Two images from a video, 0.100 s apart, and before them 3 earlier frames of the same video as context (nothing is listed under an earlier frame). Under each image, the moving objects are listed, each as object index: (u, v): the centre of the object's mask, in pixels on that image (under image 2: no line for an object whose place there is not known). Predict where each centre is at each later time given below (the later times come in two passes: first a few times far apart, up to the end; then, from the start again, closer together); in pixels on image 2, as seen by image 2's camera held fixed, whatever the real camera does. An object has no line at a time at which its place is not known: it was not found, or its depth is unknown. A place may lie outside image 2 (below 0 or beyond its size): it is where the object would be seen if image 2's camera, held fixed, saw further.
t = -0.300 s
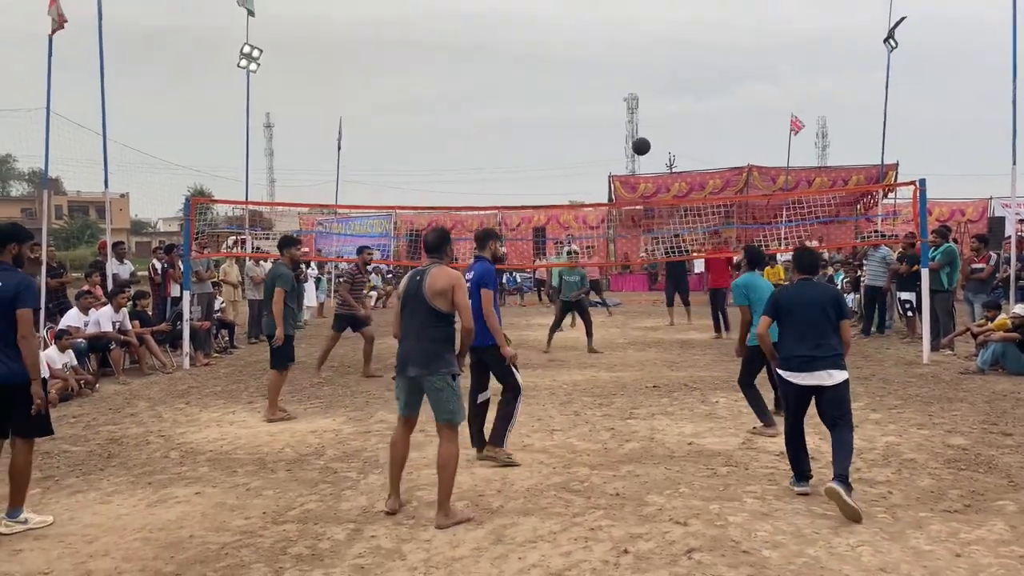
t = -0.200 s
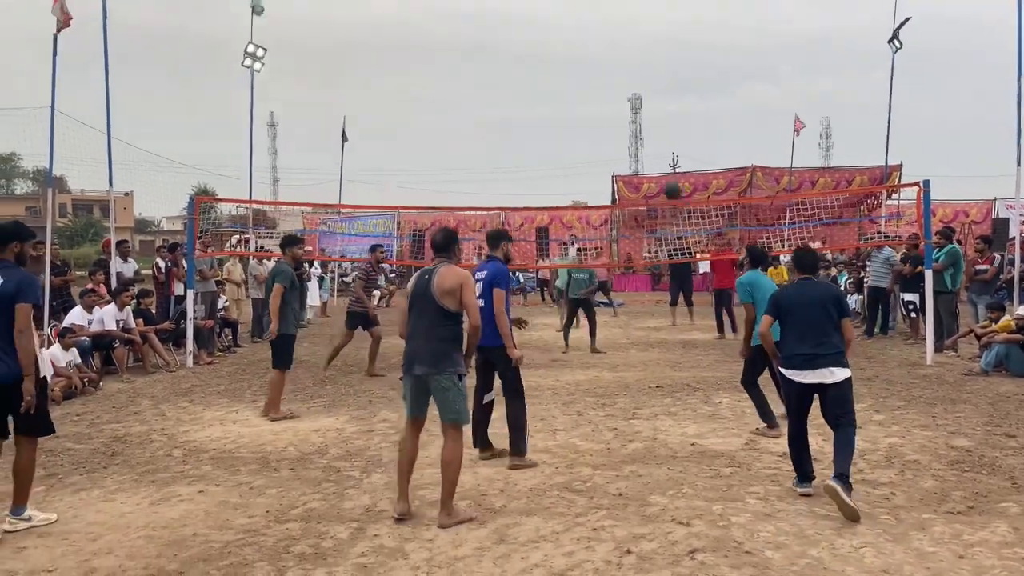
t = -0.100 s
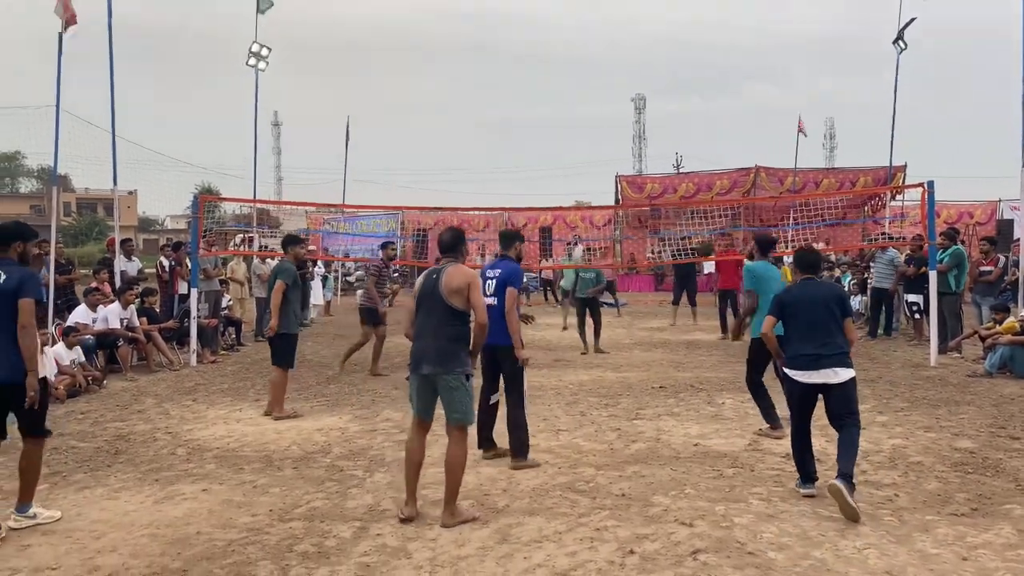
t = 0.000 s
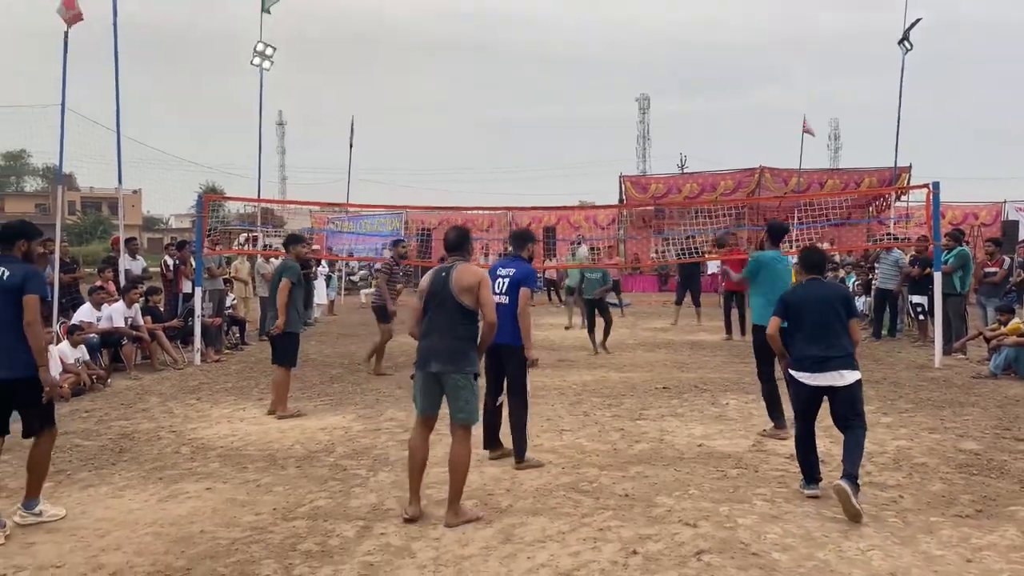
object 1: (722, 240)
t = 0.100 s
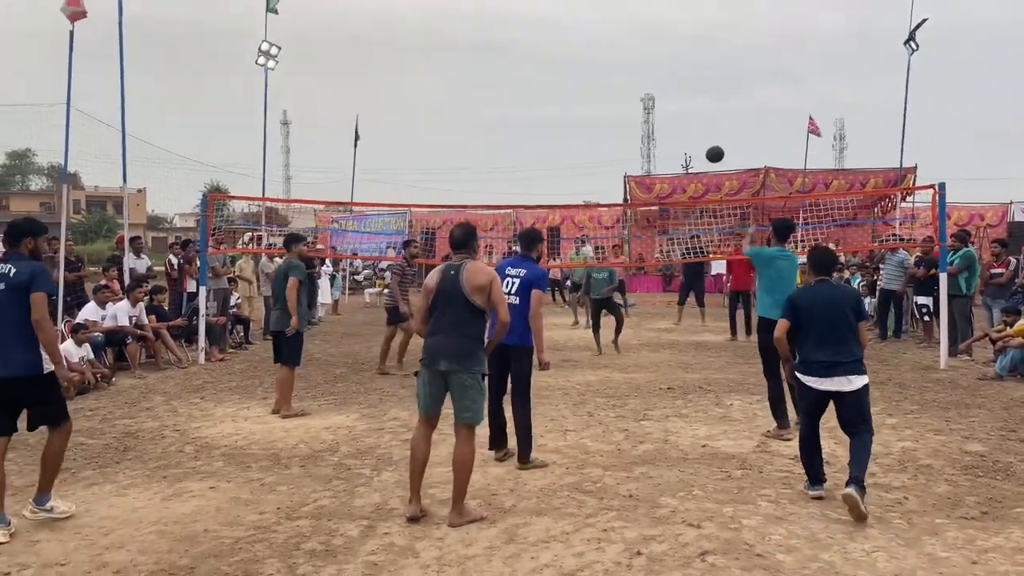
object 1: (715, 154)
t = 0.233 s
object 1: (705, 72)
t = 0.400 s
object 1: (697, 10)
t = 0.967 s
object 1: (686, 6)
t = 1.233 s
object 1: (686, 62)
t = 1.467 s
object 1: (686, 135)
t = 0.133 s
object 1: (712, 130)
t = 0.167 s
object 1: (709, 109)
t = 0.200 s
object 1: (707, 89)
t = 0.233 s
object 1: (705, 72)
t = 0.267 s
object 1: (703, 56)
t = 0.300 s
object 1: (701, 42)
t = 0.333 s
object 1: (700, 30)
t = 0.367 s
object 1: (698, 19)
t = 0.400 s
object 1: (697, 10)
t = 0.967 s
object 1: (686, 6)
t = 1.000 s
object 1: (686, 9)
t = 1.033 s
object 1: (686, 15)
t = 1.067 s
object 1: (686, 21)
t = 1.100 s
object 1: (686, 29)
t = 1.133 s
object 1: (685, 36)
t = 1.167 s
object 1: (685, 45)
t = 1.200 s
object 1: (685, 53)
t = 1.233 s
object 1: (686, 62)
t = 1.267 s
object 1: (685, 72)
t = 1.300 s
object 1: (685, 81)
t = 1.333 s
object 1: (685, 91)
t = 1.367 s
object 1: (686, 102)
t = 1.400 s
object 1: (686, 113)
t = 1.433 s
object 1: (686, 123)
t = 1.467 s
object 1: (686, 135)
